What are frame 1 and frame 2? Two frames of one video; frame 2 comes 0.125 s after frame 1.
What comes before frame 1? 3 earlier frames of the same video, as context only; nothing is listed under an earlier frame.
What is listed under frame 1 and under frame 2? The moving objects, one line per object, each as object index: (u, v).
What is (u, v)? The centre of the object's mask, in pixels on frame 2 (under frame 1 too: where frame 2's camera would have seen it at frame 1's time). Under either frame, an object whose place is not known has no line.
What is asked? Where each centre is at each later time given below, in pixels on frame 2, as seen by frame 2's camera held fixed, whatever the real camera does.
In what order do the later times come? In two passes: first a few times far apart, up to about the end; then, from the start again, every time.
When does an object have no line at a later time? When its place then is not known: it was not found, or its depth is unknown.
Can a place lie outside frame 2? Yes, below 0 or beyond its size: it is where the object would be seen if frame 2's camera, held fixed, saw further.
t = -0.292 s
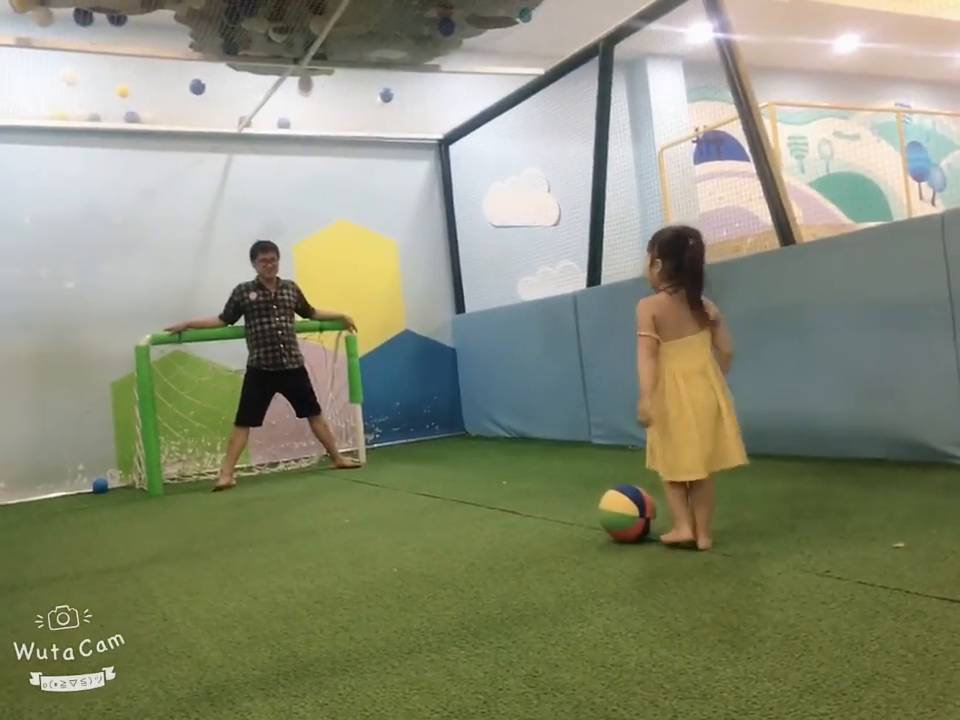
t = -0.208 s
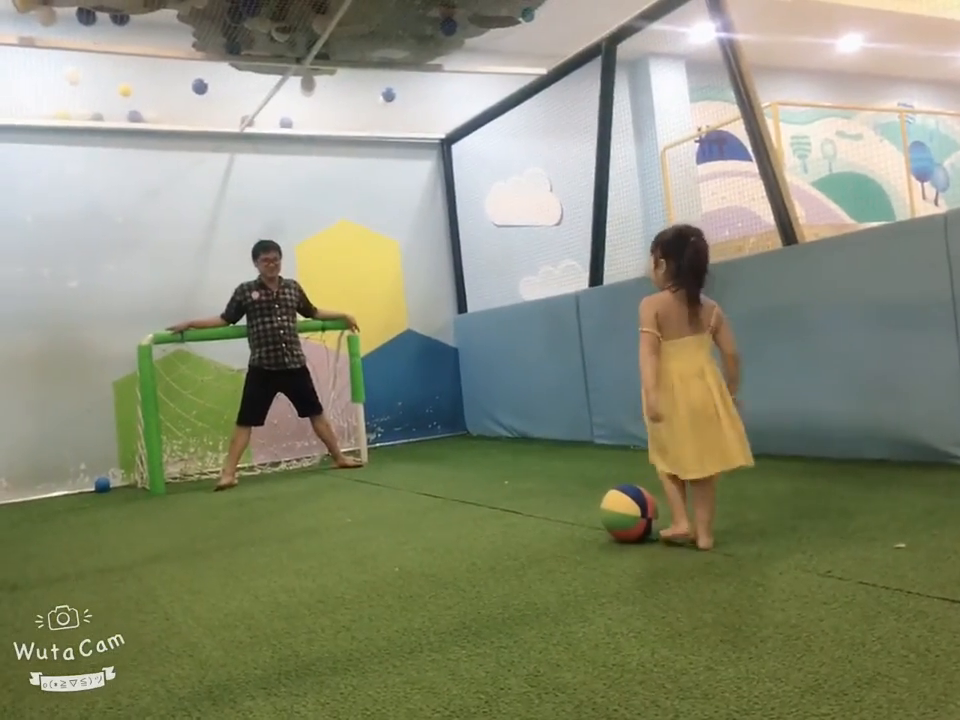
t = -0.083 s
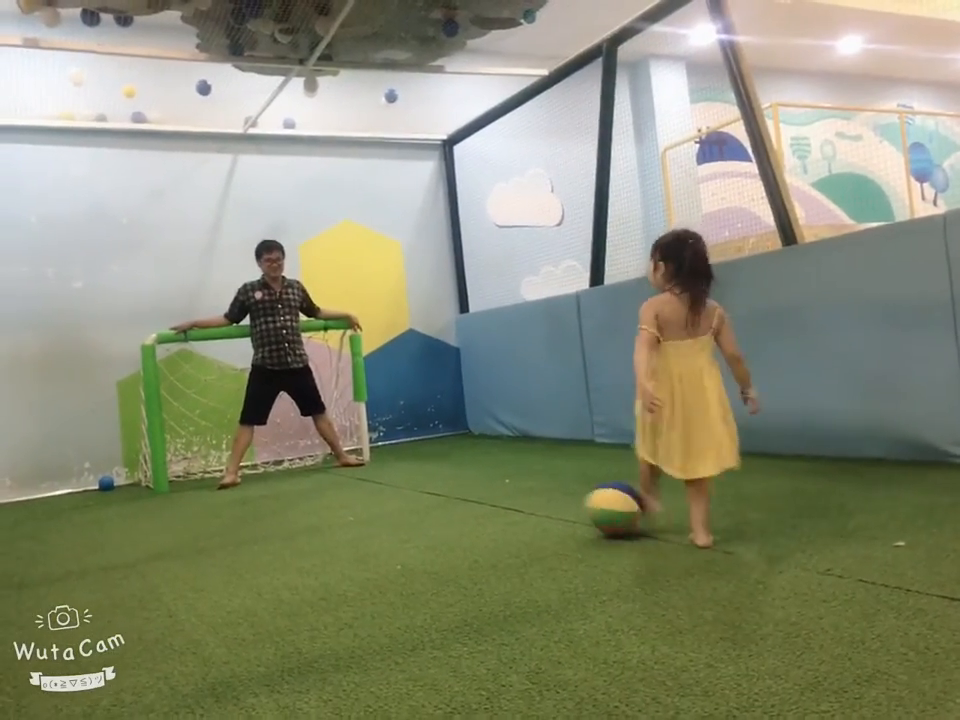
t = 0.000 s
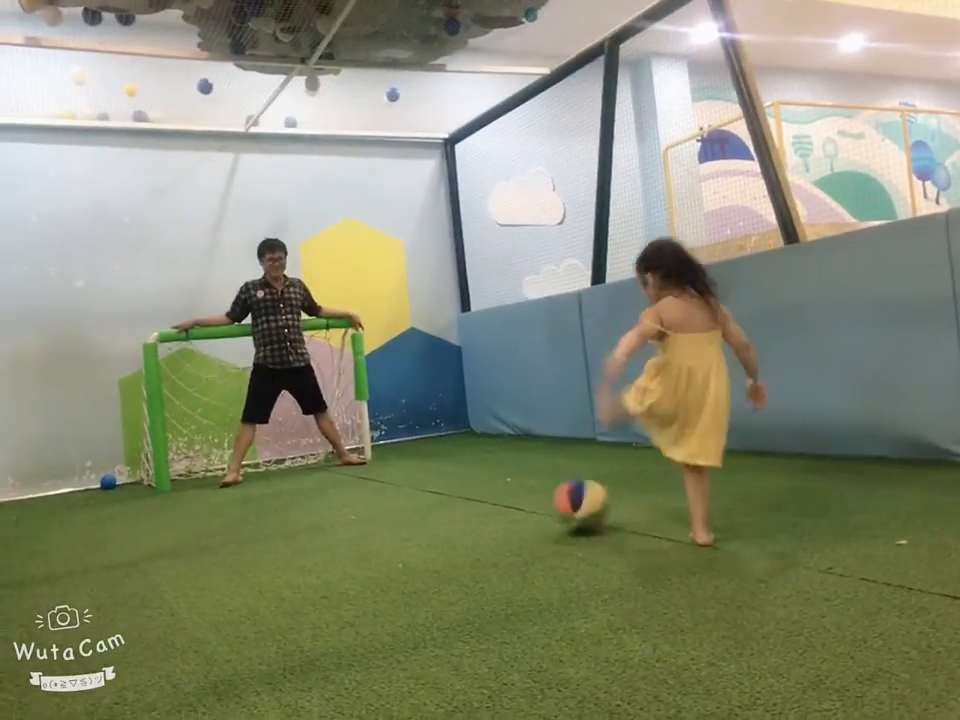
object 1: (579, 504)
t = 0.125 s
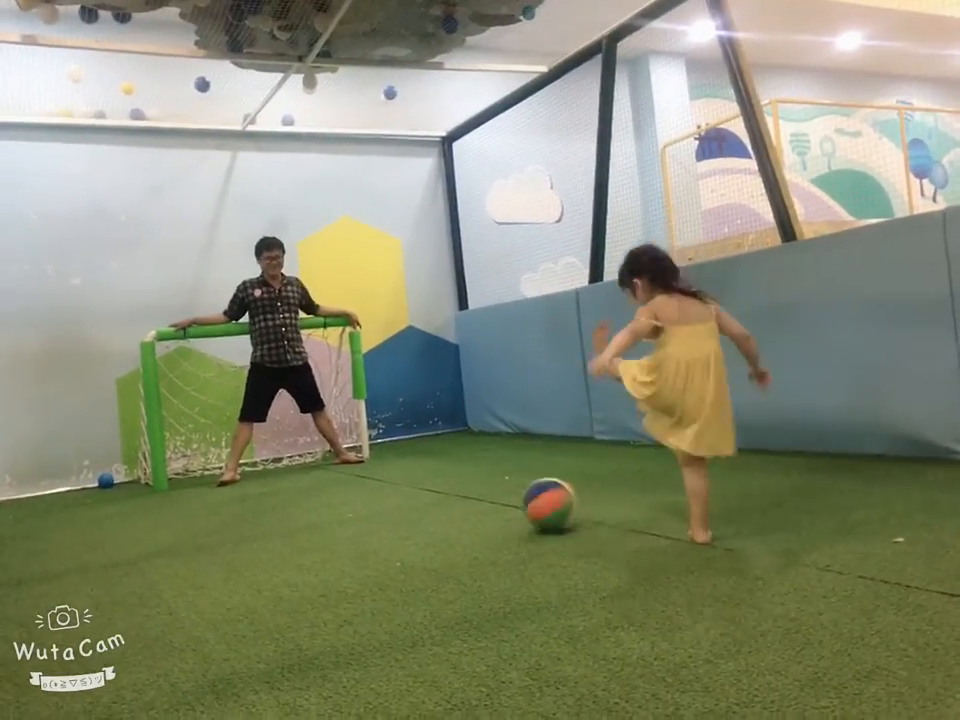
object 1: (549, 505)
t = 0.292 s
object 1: (511, 506)
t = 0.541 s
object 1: (461, 507)
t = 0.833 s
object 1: (407, 507)
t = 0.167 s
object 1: (541, 505)
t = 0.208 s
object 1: (532, 506)
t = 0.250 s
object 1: (521, 506)
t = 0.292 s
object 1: (511, 506)
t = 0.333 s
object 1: (503, 506)
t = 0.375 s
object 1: (494, 506)
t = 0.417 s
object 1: (486, 506)
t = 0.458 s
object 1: (477, 506)
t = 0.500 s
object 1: (469, 506)
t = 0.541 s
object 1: (461, 507)
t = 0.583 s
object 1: (453, 507)
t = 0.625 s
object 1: (444, 507)
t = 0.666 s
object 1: (437, 507)
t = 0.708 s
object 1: (430, 507)
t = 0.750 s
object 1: (422, 507)
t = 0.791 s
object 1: (415, 508)
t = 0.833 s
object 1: (407, 507)
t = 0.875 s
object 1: (400, 507)
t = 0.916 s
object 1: (392, 508)
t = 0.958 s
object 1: (380, 508)
